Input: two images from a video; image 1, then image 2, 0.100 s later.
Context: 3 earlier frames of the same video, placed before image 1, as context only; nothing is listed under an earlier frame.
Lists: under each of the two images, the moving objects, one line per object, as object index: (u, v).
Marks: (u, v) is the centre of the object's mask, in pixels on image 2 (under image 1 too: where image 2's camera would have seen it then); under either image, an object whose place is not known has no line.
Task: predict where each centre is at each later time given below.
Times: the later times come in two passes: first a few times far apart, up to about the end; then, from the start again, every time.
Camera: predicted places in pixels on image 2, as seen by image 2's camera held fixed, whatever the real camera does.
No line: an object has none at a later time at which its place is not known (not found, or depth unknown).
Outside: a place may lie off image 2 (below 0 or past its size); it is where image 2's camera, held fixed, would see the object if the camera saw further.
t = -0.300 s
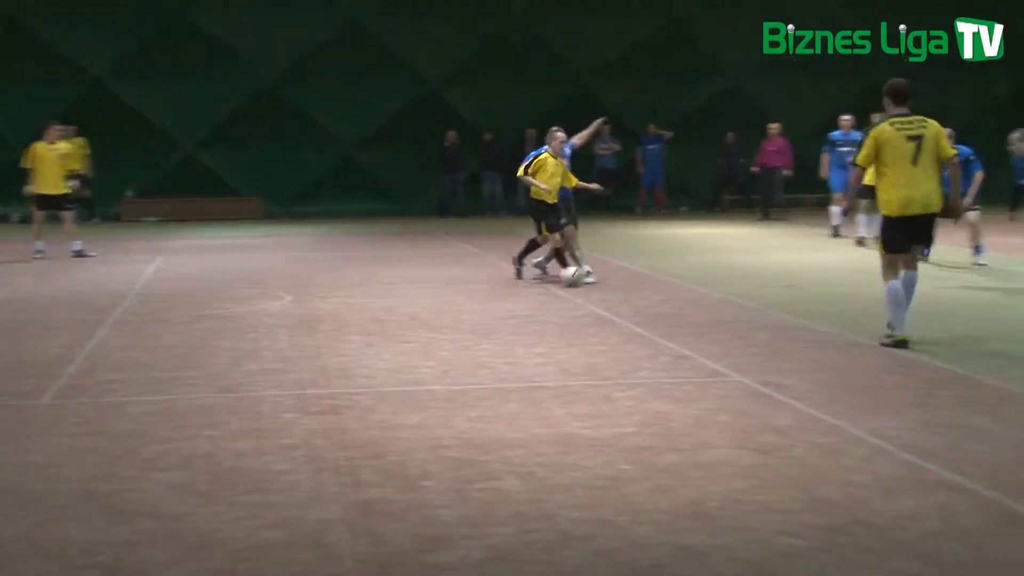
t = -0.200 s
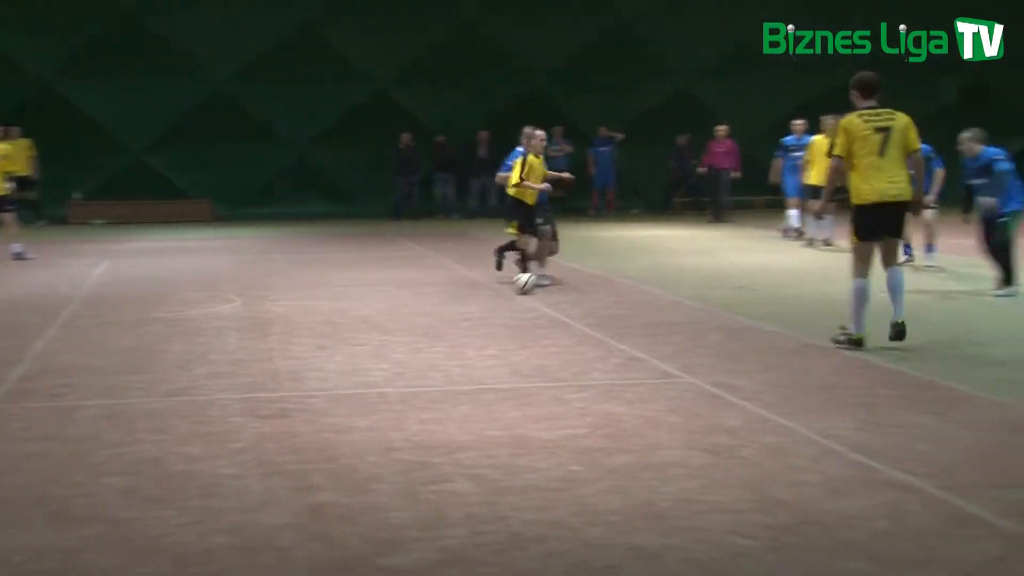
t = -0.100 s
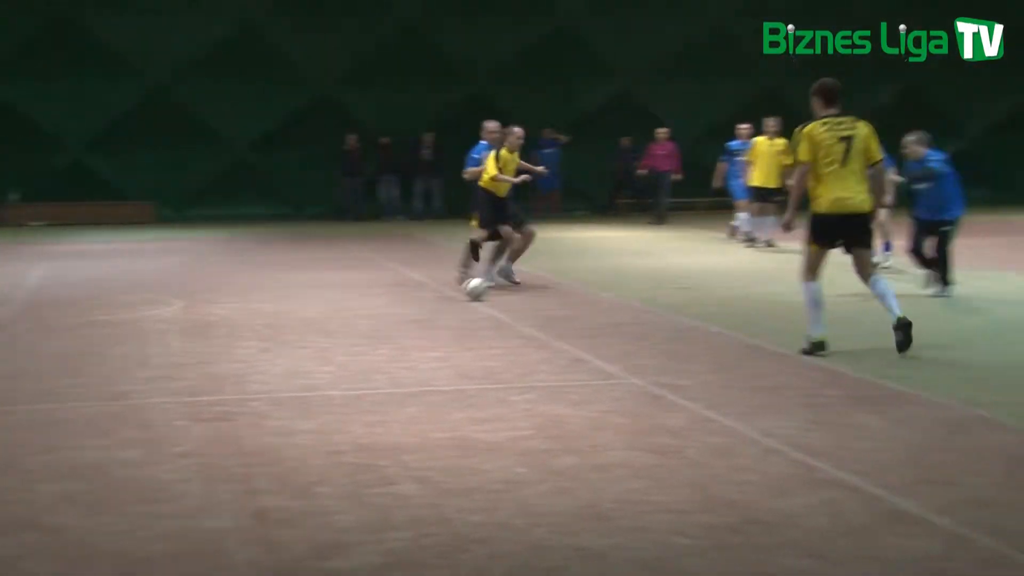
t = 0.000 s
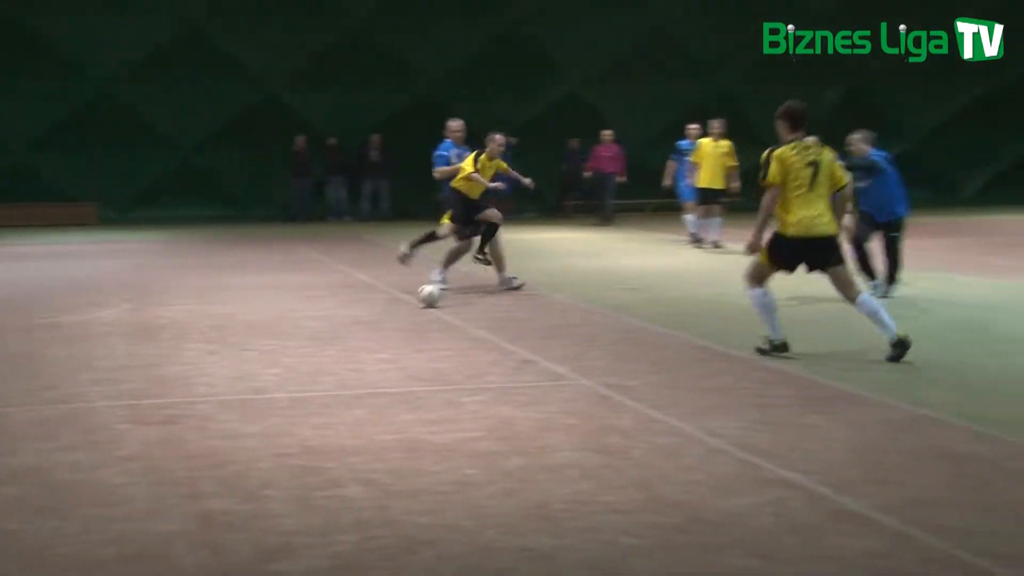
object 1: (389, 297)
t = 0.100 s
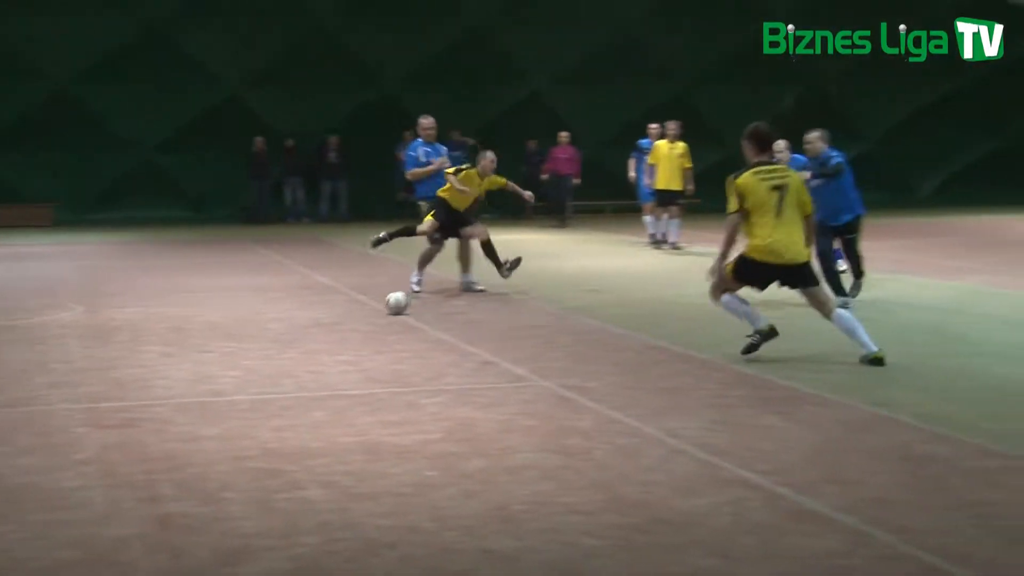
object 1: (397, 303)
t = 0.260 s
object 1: (410, 311)
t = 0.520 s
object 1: (433, 328)
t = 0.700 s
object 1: (452, 339)
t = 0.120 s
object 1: (397, 304)
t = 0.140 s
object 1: (400, 305)
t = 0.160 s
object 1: (400, 306)
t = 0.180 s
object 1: (402, 307)
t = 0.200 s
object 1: (404, 308)
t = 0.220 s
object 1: (406, 309)
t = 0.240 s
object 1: (408, 310)
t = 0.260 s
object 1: (410, 311)
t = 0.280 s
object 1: (411, 313)
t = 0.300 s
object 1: (413, 314)
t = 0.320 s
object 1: (415, 315)
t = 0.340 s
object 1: (417, 316)
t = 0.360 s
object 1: (420, 317)
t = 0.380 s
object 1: (421, 318)
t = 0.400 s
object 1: (423, 319)
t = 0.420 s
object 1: (424, 321)
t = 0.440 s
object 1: (425, 322)
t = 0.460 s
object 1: (427, 323)
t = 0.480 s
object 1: (428, 324)
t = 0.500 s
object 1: (431, 326)
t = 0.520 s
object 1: (433, 328)
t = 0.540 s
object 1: (435, 329)
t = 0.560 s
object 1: (438, 330)
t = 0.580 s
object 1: (440, 331)
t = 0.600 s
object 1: (441, 332)
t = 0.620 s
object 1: (444, 334)
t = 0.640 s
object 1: (446, 335)
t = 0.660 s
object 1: (448, 336)
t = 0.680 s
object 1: (450, 338)
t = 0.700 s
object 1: (452, 339)
